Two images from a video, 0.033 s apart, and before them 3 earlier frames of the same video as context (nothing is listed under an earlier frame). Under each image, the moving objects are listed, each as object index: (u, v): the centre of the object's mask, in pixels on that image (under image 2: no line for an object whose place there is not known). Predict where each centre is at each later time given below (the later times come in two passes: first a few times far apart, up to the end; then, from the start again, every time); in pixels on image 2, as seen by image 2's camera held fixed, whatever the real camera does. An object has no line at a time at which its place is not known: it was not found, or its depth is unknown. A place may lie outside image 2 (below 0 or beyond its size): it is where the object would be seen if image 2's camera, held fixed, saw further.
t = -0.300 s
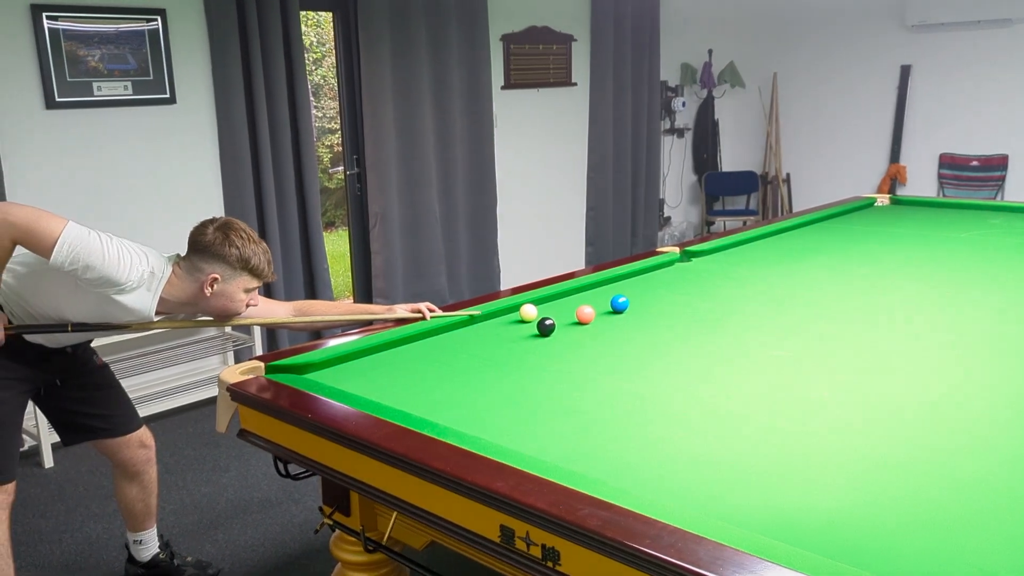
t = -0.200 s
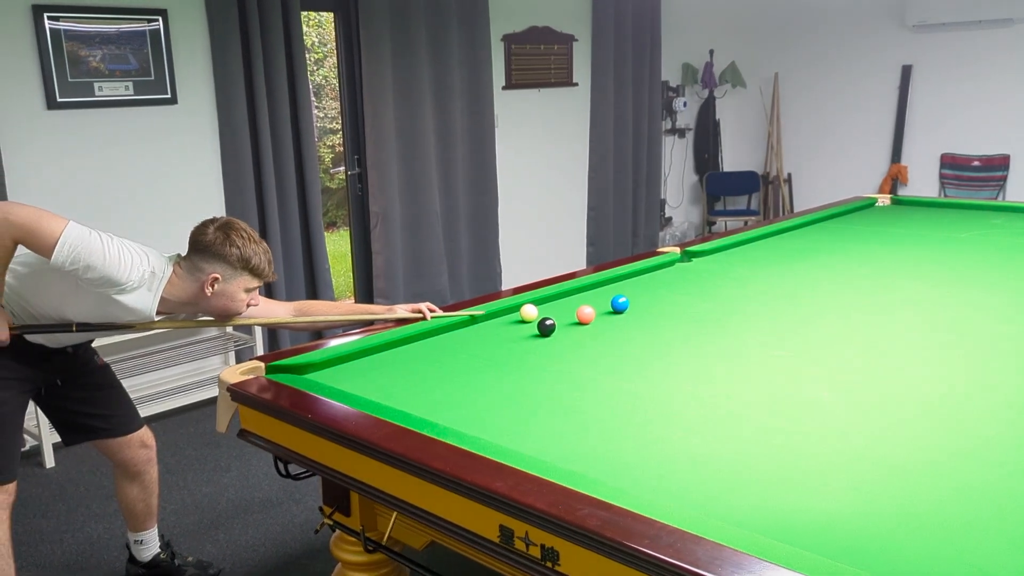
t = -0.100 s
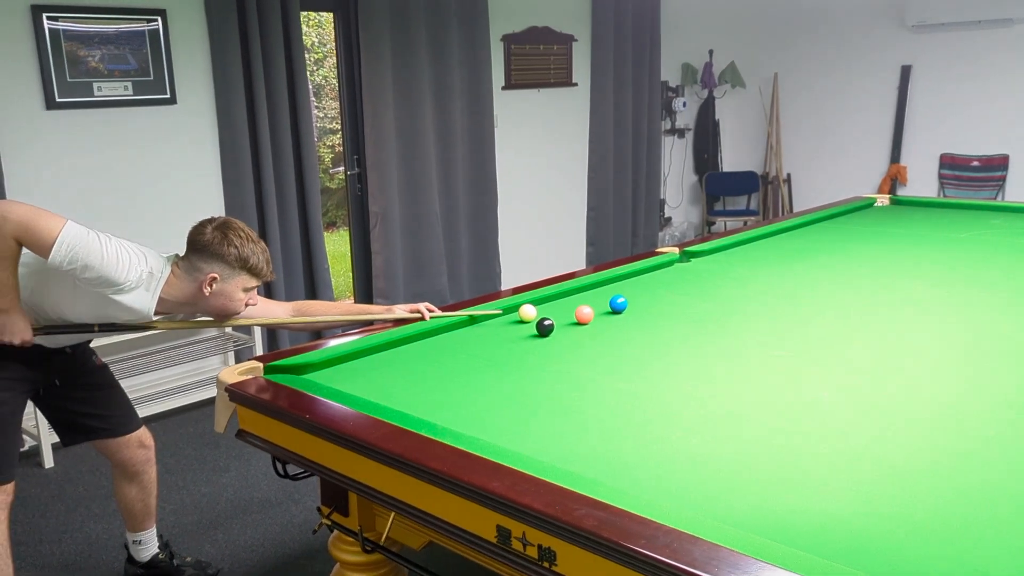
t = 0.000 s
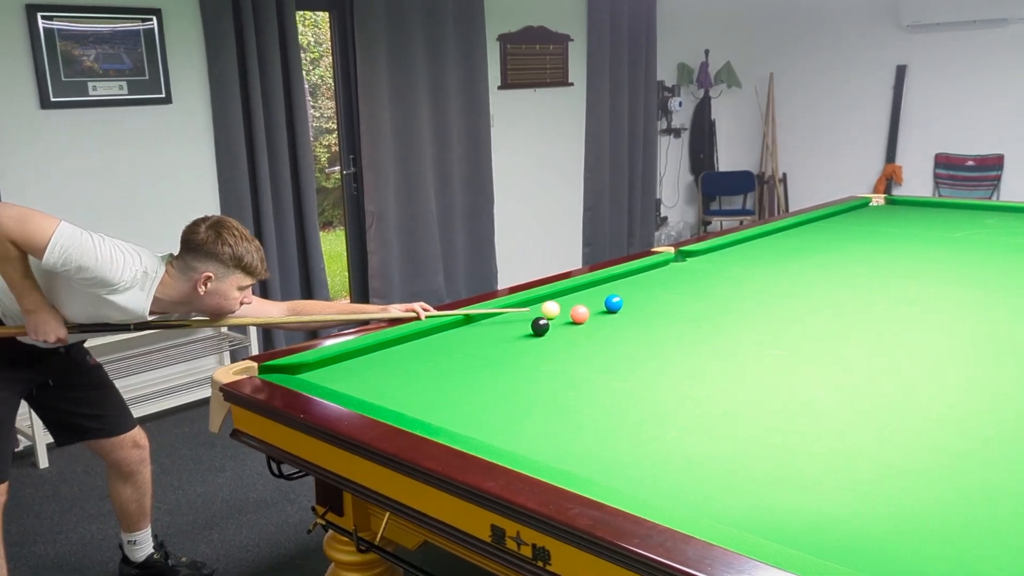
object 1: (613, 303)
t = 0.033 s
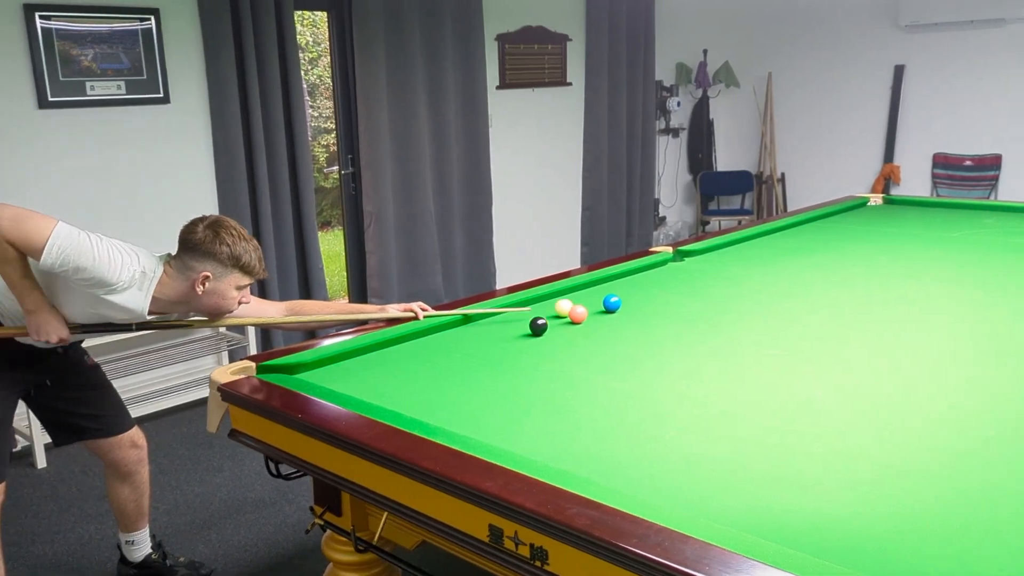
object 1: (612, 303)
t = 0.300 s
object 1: (682, 296)
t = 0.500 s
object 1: (736, 290)
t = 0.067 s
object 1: (612, 303)
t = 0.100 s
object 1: (612, 303)
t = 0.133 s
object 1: (623, 301)
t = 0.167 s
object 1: (637, 300)
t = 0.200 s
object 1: (649, 299)
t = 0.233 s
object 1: (660, 298)
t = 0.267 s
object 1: (672, 297)
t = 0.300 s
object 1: (682, 296)
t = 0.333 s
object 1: (692, 295)
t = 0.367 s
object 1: (701, 294)
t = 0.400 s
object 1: (710, 293)
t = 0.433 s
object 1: (719, 292)
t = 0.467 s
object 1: (728, 291)
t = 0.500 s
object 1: (736, 290)
